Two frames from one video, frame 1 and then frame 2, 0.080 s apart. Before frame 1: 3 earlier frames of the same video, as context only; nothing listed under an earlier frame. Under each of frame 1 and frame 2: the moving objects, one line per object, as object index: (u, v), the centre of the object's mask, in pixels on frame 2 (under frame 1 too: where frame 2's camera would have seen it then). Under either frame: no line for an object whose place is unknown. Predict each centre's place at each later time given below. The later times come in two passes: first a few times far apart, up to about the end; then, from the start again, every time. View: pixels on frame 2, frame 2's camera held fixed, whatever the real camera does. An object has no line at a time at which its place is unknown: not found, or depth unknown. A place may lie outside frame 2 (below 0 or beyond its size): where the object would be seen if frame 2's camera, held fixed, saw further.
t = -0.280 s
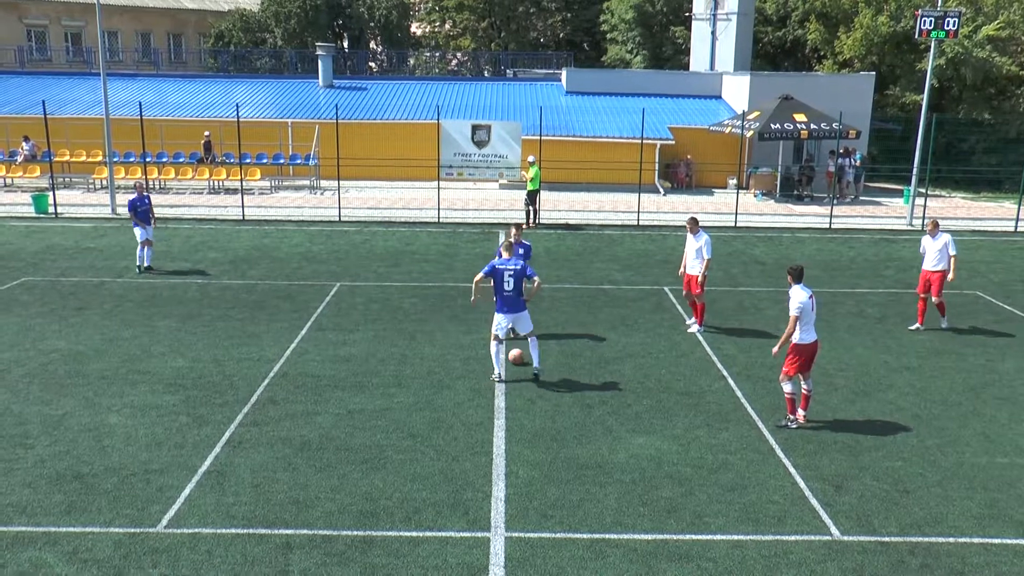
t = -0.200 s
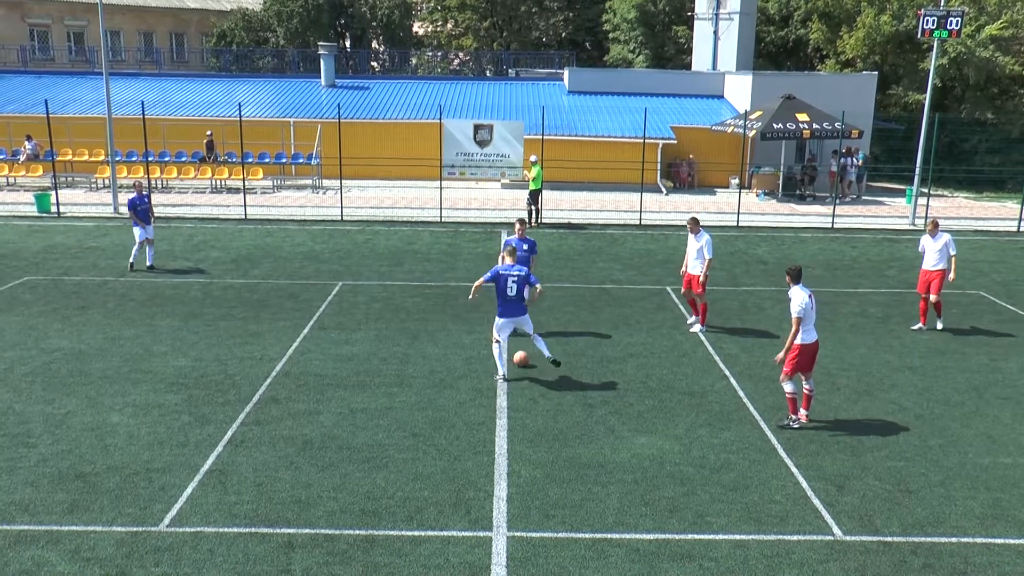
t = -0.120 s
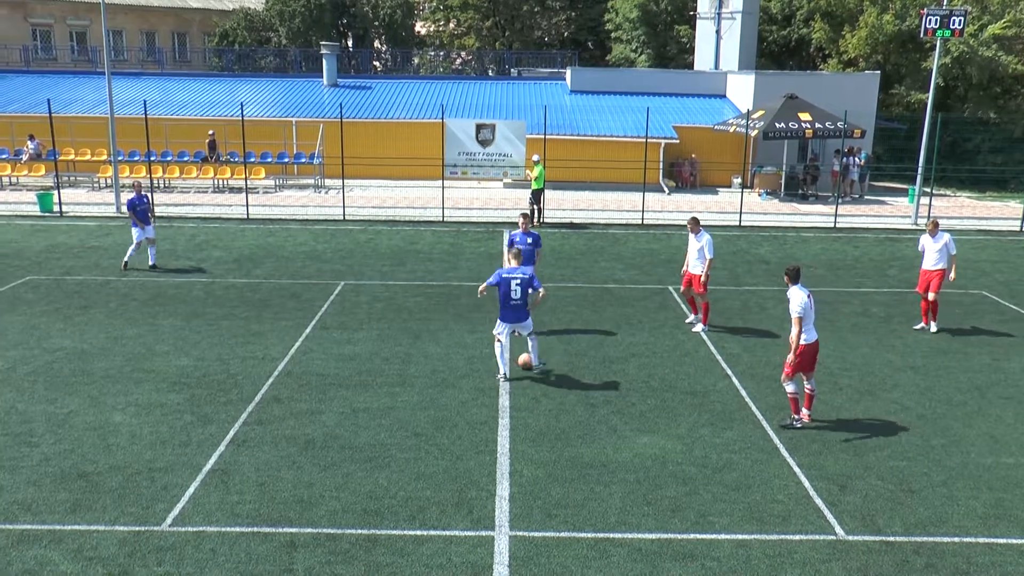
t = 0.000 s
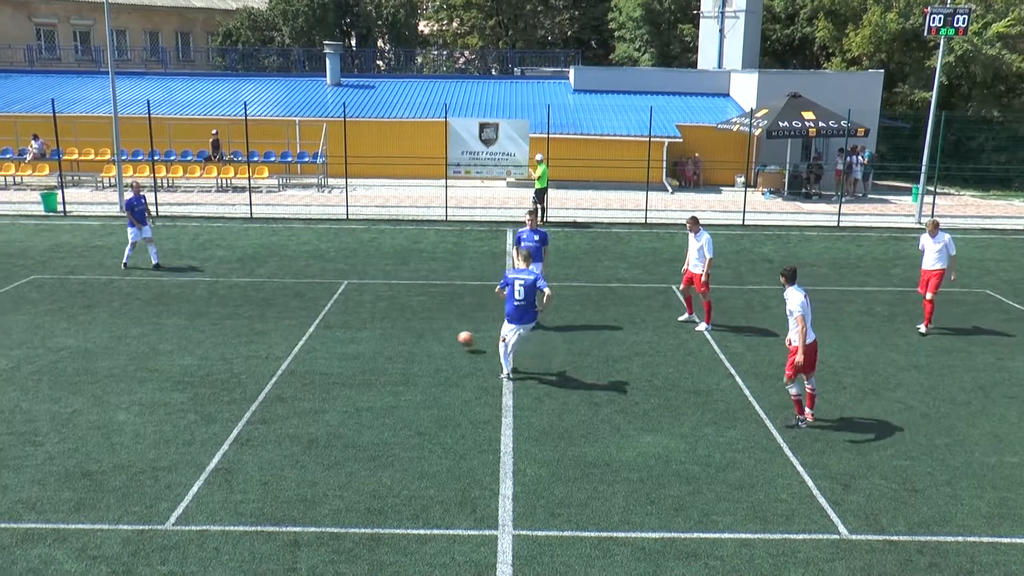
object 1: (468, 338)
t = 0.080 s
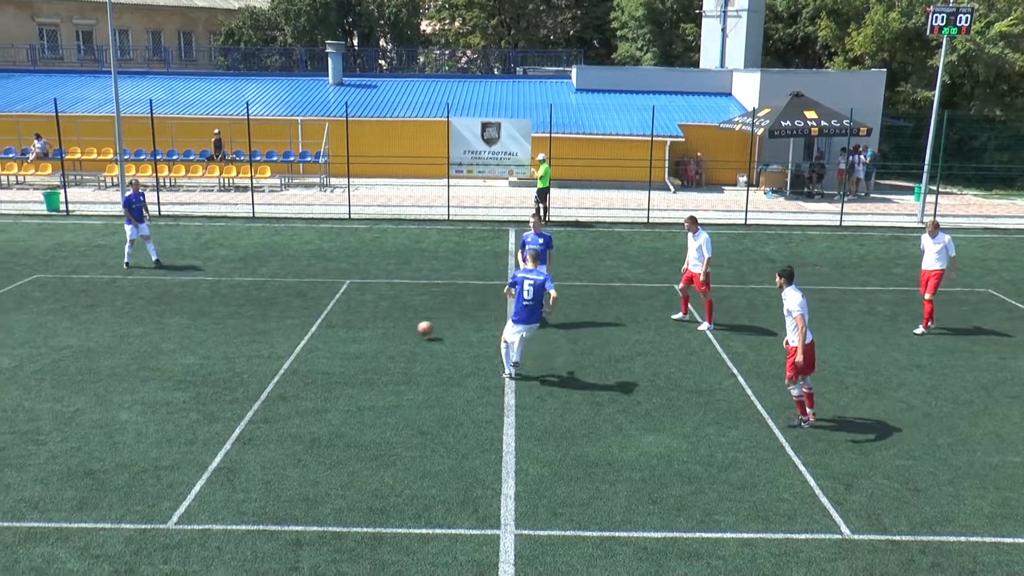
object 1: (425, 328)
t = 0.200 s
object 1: (371, 317)
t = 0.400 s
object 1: (304, 300)
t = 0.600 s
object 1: (256, 287)
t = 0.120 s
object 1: (405, 326)
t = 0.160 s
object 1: (386, 322)
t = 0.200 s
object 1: (371, 317)
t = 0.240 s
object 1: (355, 313)
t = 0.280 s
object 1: (341, 310)
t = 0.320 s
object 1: (327, 306)
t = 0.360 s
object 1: (315, 303)
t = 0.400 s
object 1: (304, 300)
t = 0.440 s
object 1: (293, 297)
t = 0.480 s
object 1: (283, 294)
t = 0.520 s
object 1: (274, 292)
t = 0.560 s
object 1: (265, 289)
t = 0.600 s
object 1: (256, 287)
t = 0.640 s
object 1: (248, 285)
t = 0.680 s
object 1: (240, 283)
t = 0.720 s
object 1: (233, 281)
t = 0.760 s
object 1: (225, 279)
